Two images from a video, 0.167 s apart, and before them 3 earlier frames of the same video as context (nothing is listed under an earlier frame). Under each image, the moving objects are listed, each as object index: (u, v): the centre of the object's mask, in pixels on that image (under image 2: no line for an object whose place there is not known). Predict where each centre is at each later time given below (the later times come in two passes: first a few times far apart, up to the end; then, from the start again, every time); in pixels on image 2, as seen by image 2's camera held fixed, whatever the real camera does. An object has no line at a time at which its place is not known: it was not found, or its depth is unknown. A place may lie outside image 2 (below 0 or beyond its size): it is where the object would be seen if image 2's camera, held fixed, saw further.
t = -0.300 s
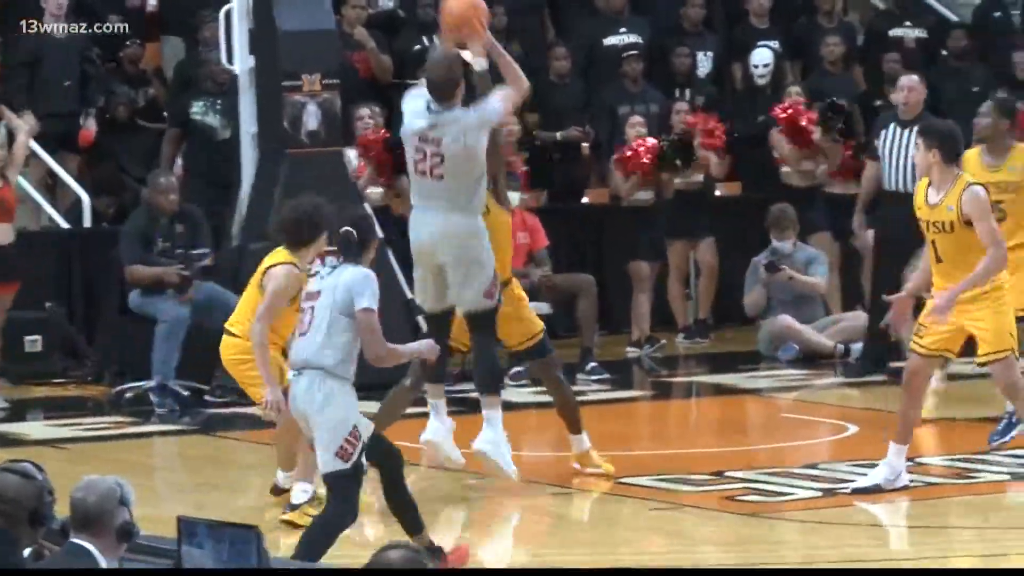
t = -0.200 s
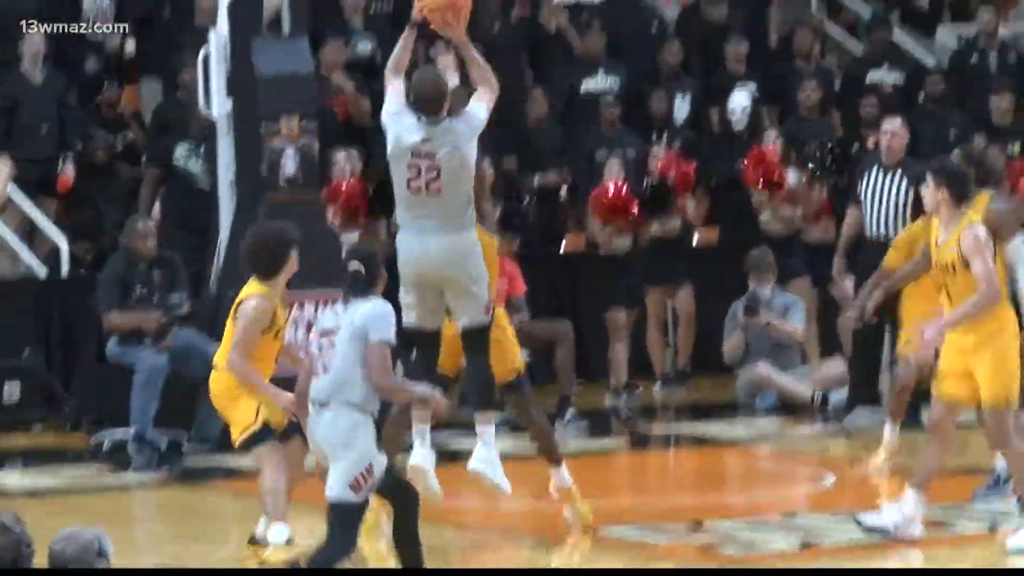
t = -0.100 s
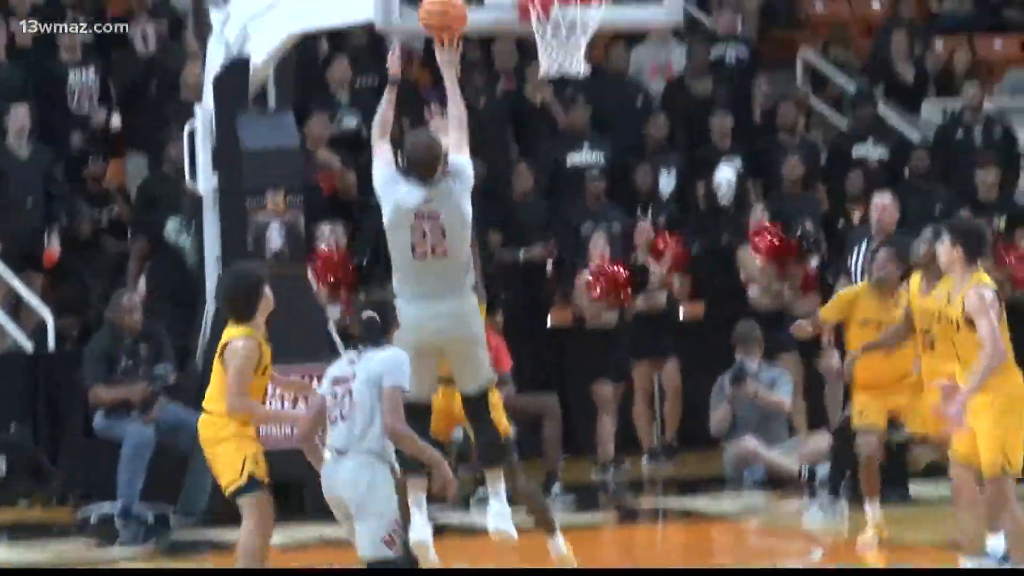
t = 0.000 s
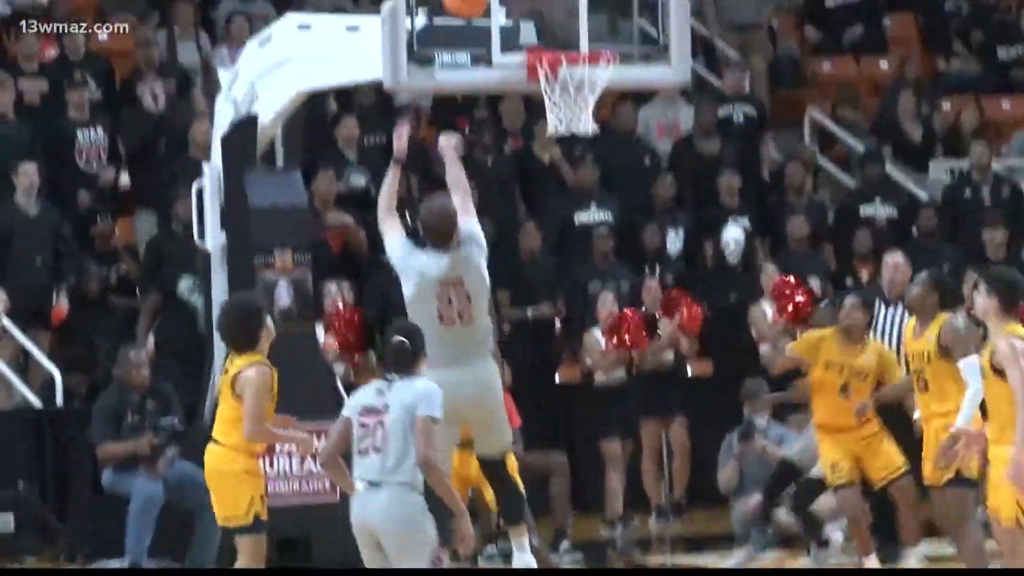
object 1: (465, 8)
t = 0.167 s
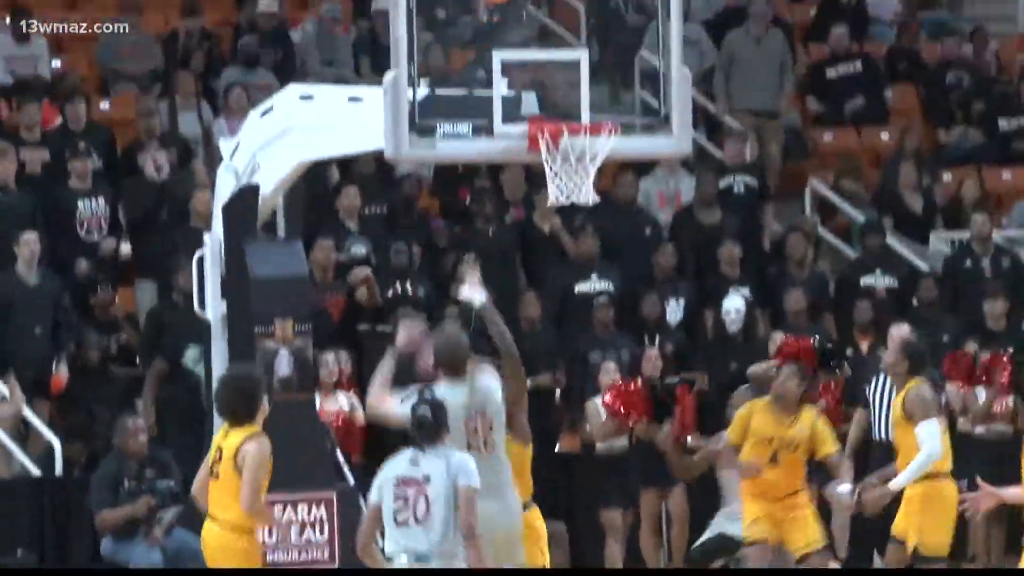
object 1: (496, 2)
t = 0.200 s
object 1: (501, -10)
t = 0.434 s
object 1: (534, -45)
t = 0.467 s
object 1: (540, -37)
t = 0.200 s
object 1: (501, -10)
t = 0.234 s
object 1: (504, -21)
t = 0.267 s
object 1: (510, -30)
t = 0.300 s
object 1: (515, -38)
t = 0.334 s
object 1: (520, -44)
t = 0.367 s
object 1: (525, -48)
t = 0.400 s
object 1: (529, -49)
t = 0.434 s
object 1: (534, -45)
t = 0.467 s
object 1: (540, -37)
